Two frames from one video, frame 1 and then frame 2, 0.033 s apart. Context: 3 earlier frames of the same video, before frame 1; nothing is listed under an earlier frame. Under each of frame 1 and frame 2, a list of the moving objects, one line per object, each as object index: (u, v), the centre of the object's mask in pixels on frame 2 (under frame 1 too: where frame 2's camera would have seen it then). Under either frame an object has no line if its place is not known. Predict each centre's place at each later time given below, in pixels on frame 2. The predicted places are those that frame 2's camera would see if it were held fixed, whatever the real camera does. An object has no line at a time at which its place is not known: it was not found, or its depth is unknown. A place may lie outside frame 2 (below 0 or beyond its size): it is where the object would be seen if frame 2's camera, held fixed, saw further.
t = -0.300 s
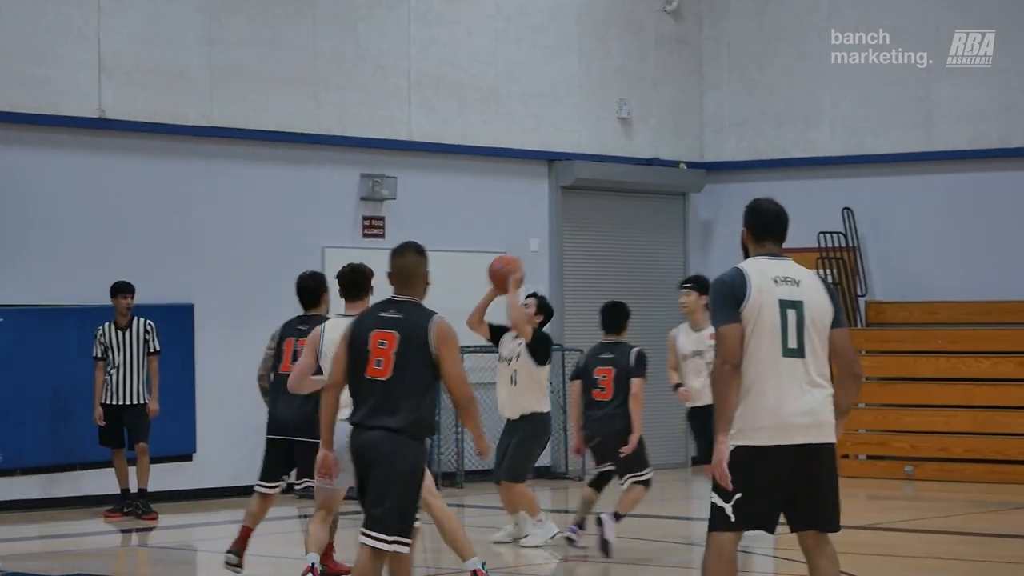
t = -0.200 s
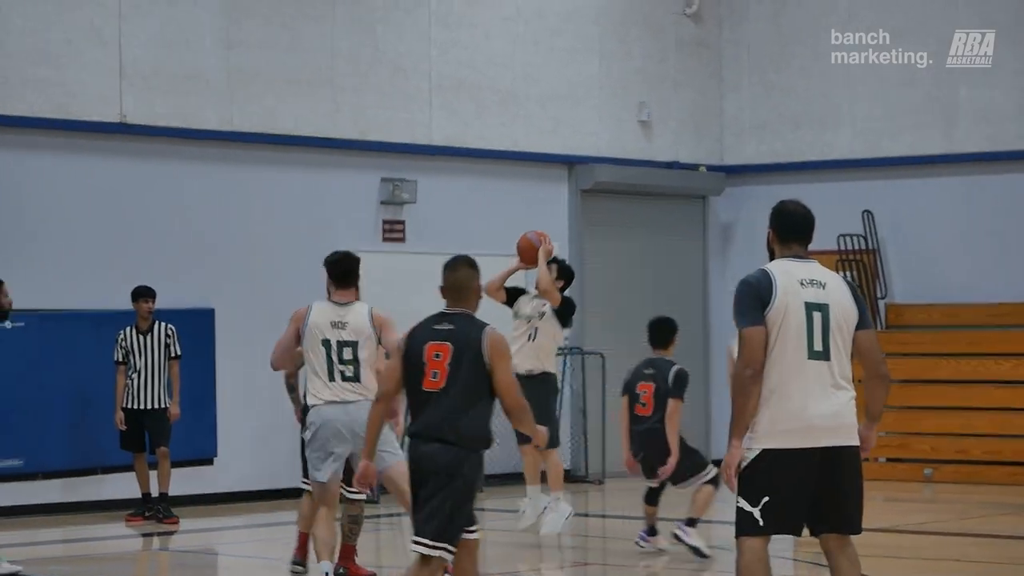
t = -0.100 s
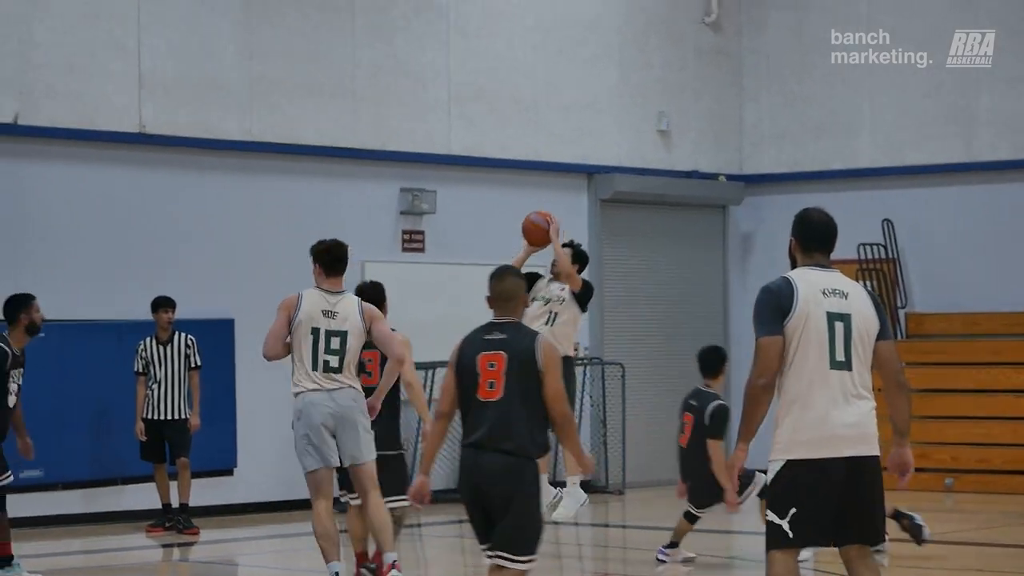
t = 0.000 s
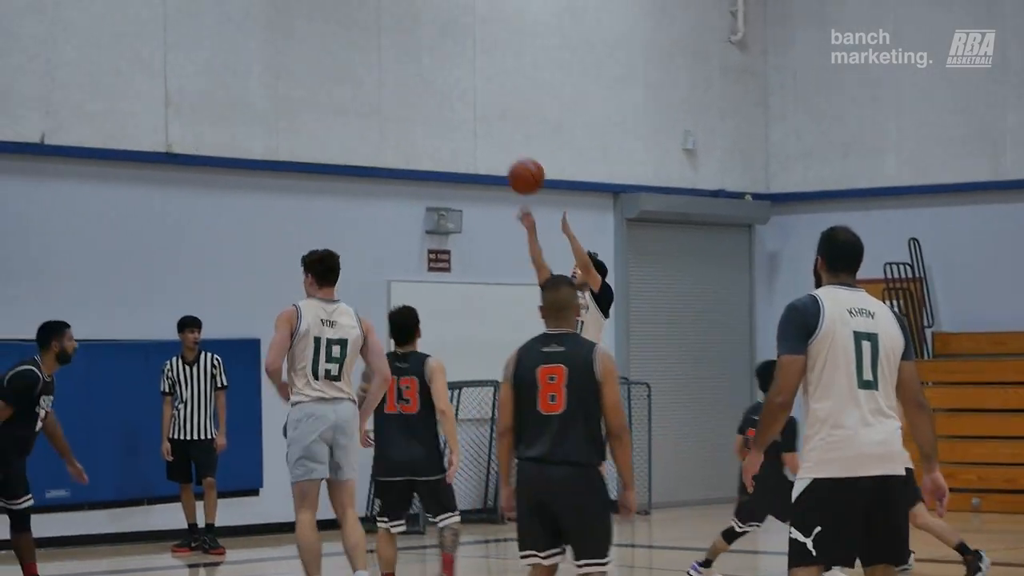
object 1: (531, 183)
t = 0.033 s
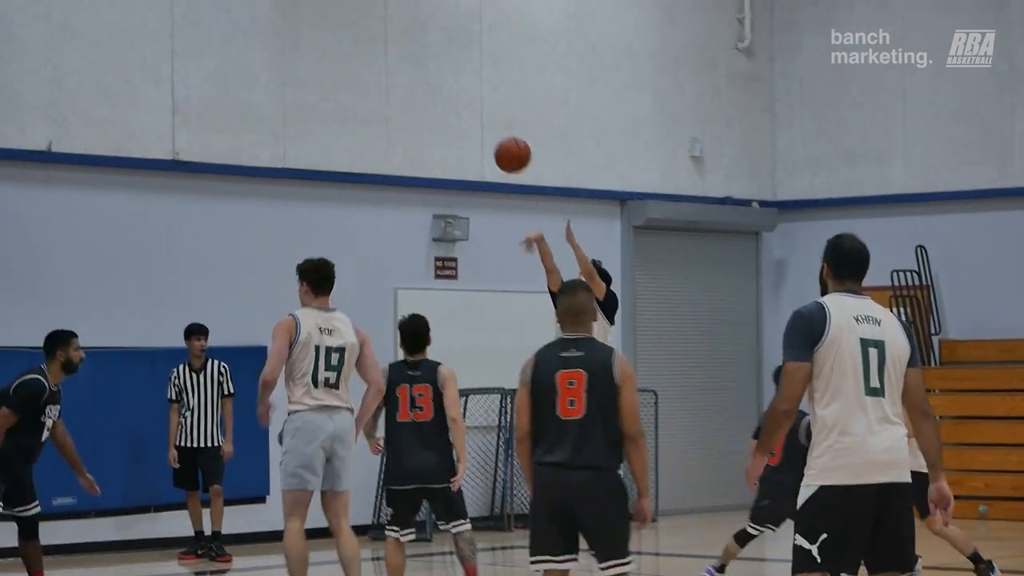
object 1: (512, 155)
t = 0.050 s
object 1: (502, 141)
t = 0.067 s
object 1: (492, 127)
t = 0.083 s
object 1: (482, 114)
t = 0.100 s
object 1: (472, 101)
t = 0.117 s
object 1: (462, 89)
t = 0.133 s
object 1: (452, 76)
